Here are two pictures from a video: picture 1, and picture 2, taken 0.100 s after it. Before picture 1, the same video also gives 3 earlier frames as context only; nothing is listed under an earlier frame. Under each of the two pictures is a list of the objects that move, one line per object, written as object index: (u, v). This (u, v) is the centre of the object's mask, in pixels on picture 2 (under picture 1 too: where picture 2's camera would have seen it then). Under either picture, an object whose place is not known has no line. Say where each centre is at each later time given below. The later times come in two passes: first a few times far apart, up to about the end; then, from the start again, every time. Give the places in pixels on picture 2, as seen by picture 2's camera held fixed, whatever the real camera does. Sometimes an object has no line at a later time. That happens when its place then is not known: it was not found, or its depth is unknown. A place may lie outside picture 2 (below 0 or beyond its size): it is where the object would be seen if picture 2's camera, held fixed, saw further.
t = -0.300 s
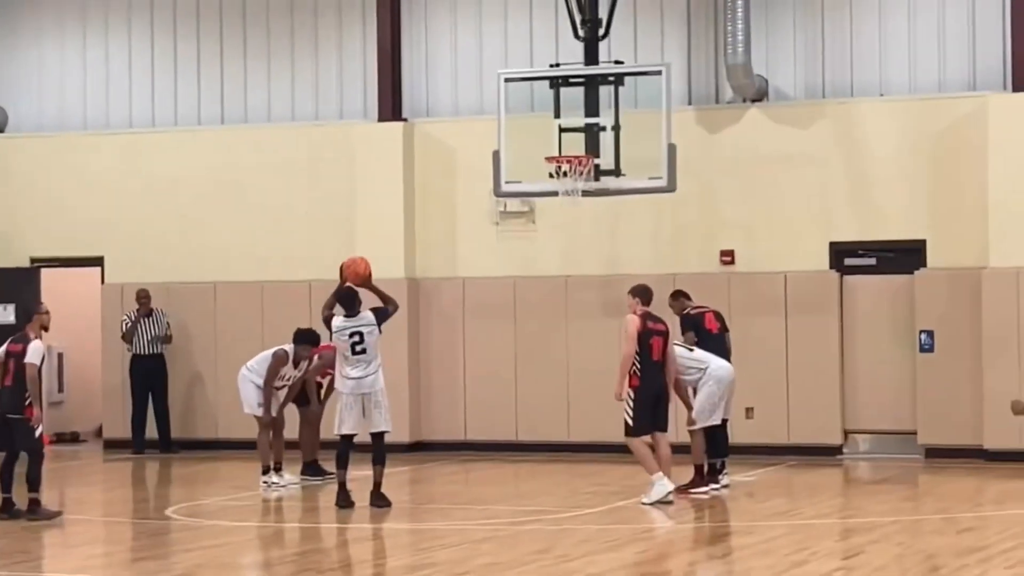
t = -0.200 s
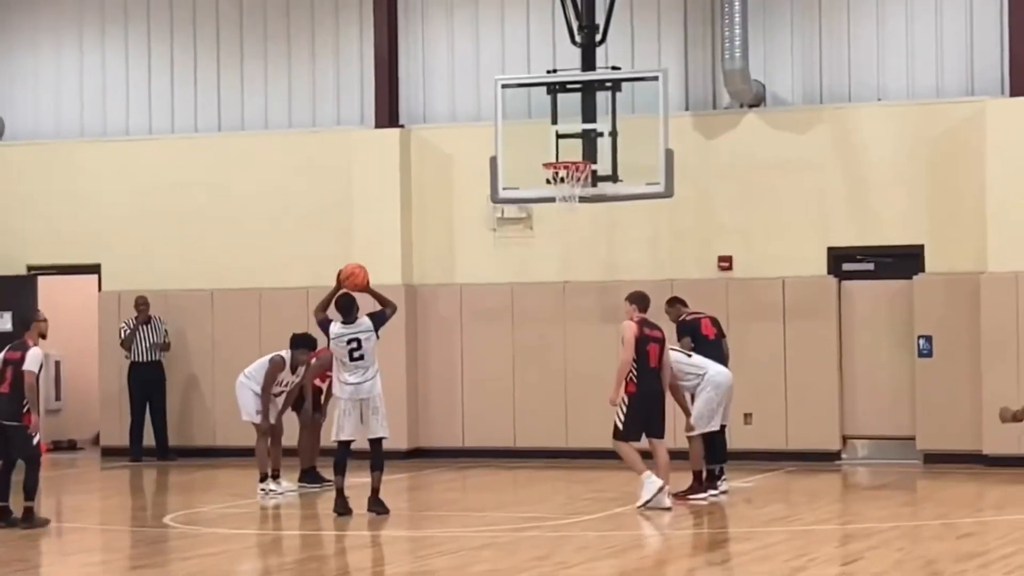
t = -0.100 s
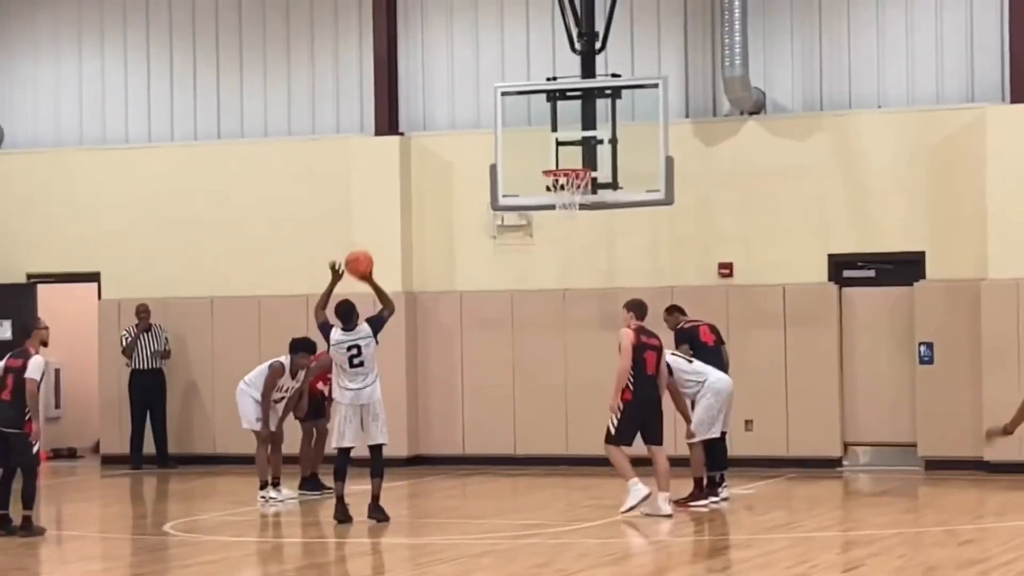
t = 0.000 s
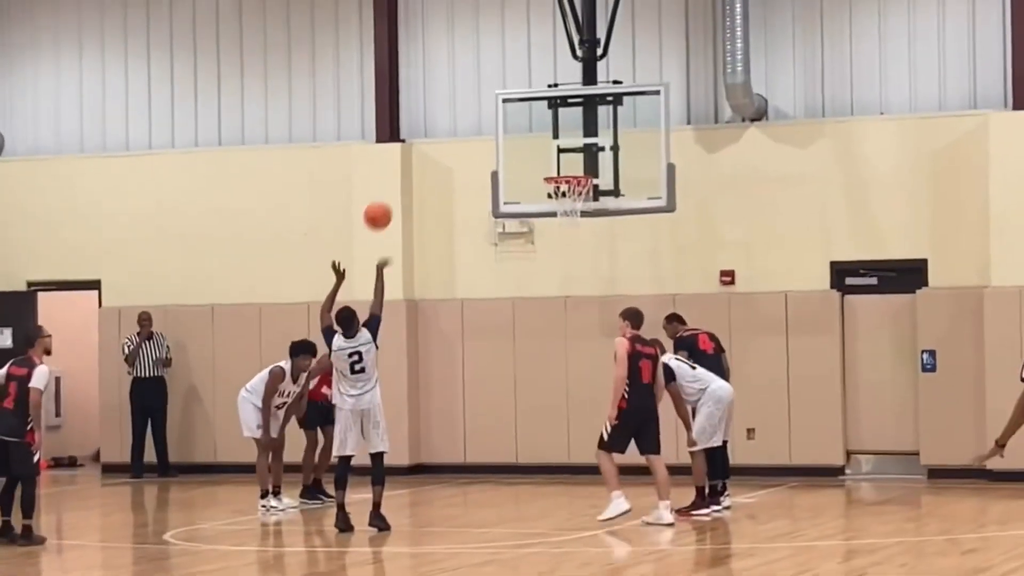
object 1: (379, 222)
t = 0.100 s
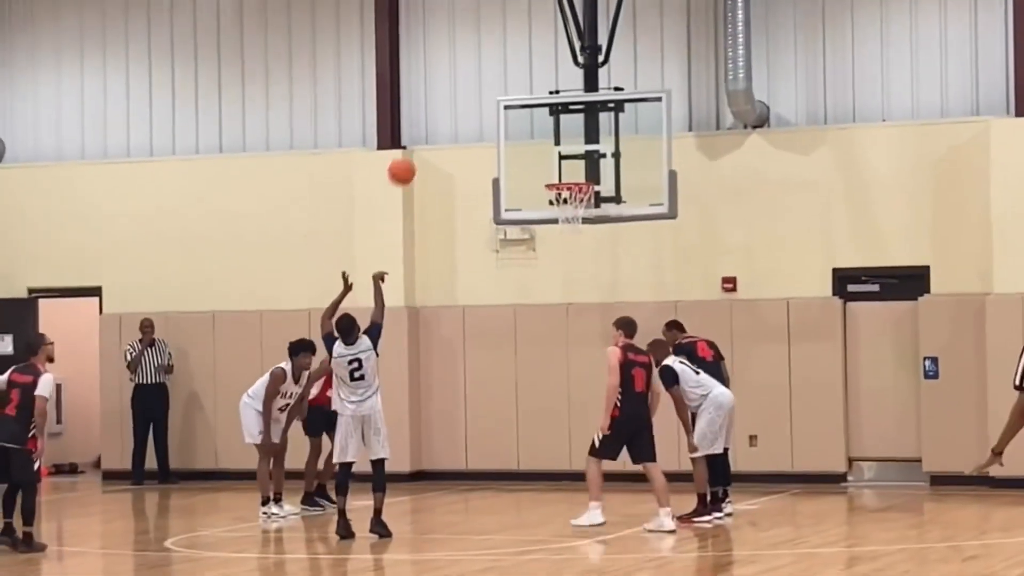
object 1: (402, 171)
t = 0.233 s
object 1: (431, 123)
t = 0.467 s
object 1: (480, 90)
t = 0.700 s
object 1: (525, 115)
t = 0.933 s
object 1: (558, 166)
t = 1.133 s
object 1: (550, 125)
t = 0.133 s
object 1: (409, 158)
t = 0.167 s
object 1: (417, 144)
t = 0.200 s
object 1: (424, 133)
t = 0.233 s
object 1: (431, 123)
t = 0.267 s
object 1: (439, 114)
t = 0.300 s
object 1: (446, 107)
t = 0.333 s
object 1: (453, 101)
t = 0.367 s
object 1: (460, 96)
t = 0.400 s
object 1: (467, 93)
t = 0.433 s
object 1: (474, 91)
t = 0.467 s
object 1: (480, 90)
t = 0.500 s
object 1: (487, 90)
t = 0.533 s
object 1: (493, 91)
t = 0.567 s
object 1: (500, 93)
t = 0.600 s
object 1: (506, 97)
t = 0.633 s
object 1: (513, 102)
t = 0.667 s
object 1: (519, 108)
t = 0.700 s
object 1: (525, 115)
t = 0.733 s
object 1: (531, 123)
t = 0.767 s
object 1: (537, 132)
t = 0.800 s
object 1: (543, 142)
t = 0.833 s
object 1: (549, 153)
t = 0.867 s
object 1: (555, 165)
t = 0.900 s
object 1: (559, 175)
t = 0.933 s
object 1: (558, 166)
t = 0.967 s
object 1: (556, 156)
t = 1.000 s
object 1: (555, 148)
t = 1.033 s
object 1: (554, 140)
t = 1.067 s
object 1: (552, 134)
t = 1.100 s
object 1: (551, 129)
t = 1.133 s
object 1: (550, 125)
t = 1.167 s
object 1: (548, 122)
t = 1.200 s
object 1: (547, 120)
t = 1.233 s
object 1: (546, 119)
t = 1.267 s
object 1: (545, 119)
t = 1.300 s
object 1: (544, 121)
